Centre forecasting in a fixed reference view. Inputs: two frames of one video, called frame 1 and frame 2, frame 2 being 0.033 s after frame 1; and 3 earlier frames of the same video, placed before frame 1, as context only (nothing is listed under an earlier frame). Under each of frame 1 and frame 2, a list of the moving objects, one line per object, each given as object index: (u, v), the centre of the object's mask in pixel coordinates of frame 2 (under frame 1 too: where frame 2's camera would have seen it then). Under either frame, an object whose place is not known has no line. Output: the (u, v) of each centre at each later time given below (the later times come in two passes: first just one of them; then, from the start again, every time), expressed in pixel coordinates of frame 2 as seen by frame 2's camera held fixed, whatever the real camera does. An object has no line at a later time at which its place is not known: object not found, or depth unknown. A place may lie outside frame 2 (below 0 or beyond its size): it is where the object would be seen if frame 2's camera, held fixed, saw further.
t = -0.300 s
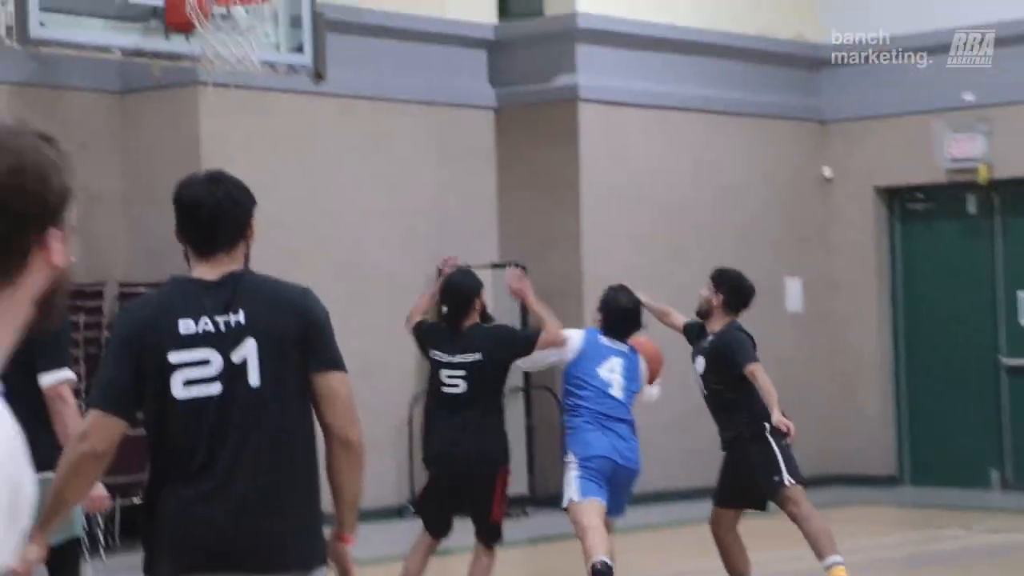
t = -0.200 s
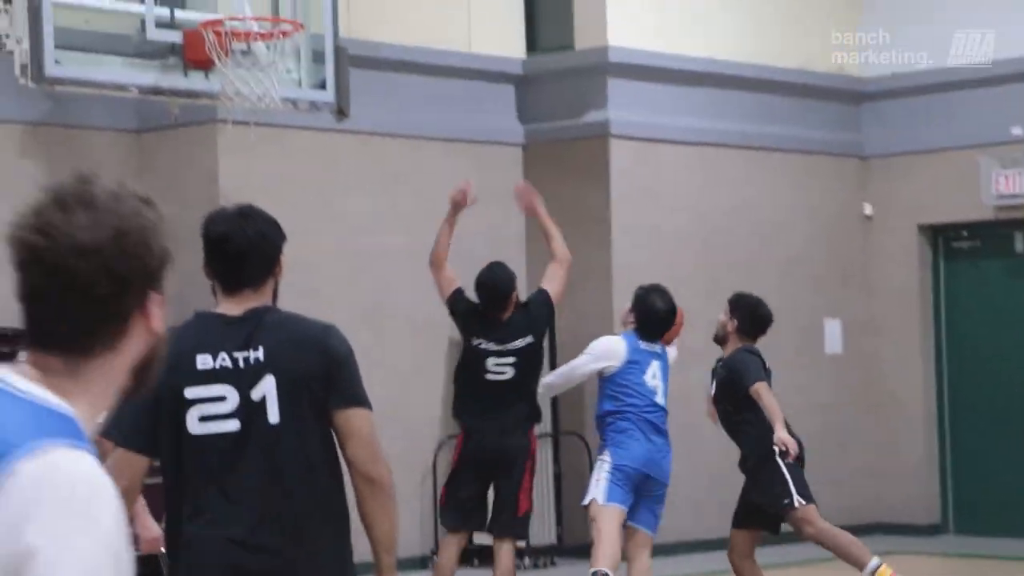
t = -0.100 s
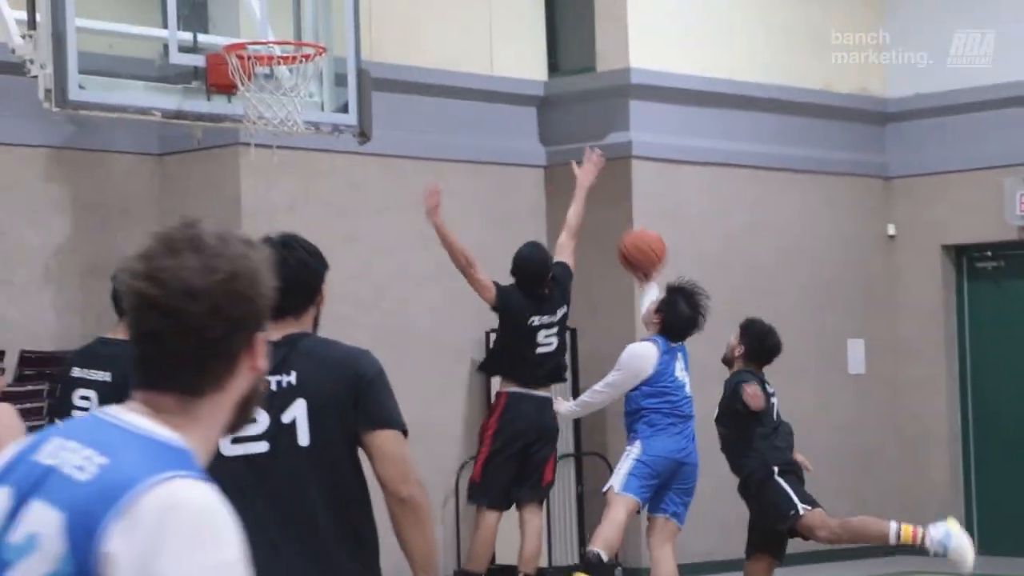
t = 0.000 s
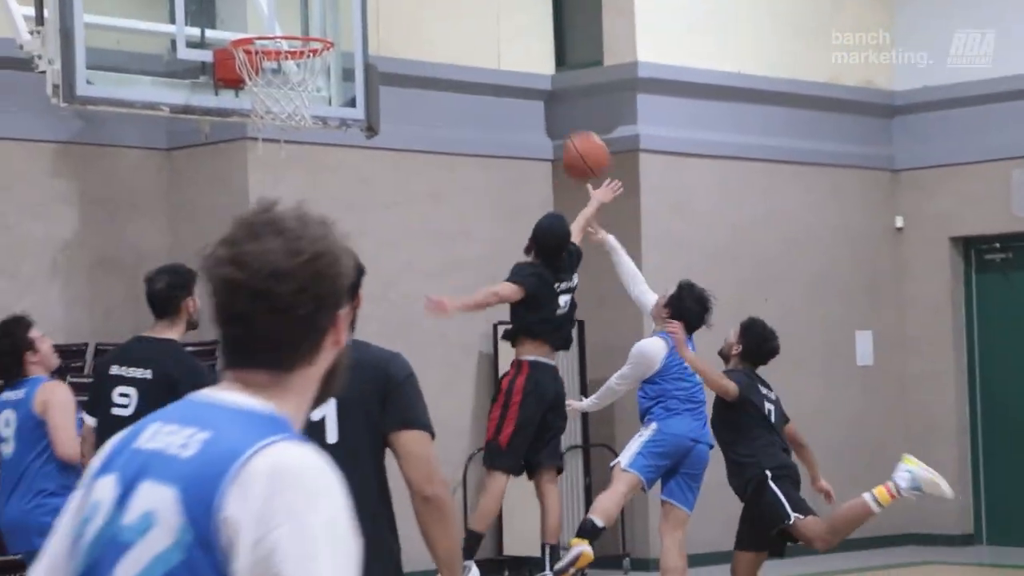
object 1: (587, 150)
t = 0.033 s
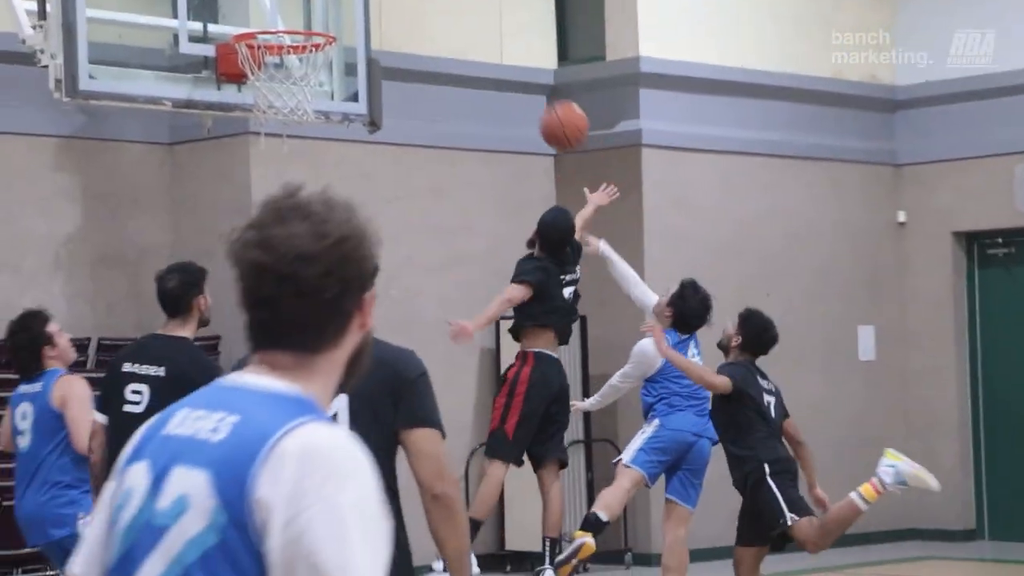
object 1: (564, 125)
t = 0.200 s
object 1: (451, 32)
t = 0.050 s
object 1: (553, 113)
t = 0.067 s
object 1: (541, 103)
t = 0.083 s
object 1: (530, 94)
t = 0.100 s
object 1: (519, 84)
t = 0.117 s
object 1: (507, 73)
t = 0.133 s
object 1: (496, 65)
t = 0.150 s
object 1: (485, 55)
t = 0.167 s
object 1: (473, 47)
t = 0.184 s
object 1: (462, 39)
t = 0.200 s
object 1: (451, 32)
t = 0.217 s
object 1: (439, 27)
